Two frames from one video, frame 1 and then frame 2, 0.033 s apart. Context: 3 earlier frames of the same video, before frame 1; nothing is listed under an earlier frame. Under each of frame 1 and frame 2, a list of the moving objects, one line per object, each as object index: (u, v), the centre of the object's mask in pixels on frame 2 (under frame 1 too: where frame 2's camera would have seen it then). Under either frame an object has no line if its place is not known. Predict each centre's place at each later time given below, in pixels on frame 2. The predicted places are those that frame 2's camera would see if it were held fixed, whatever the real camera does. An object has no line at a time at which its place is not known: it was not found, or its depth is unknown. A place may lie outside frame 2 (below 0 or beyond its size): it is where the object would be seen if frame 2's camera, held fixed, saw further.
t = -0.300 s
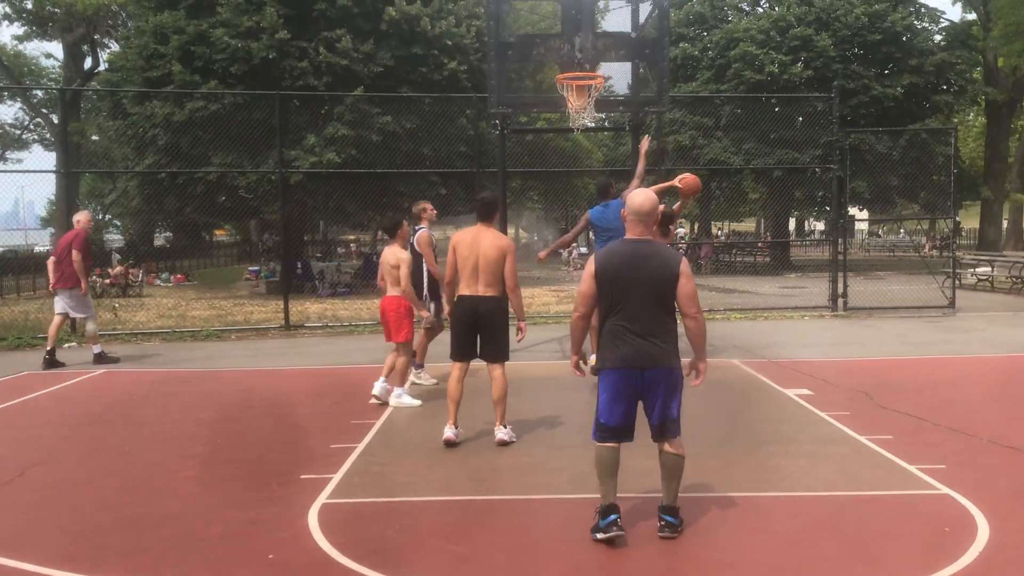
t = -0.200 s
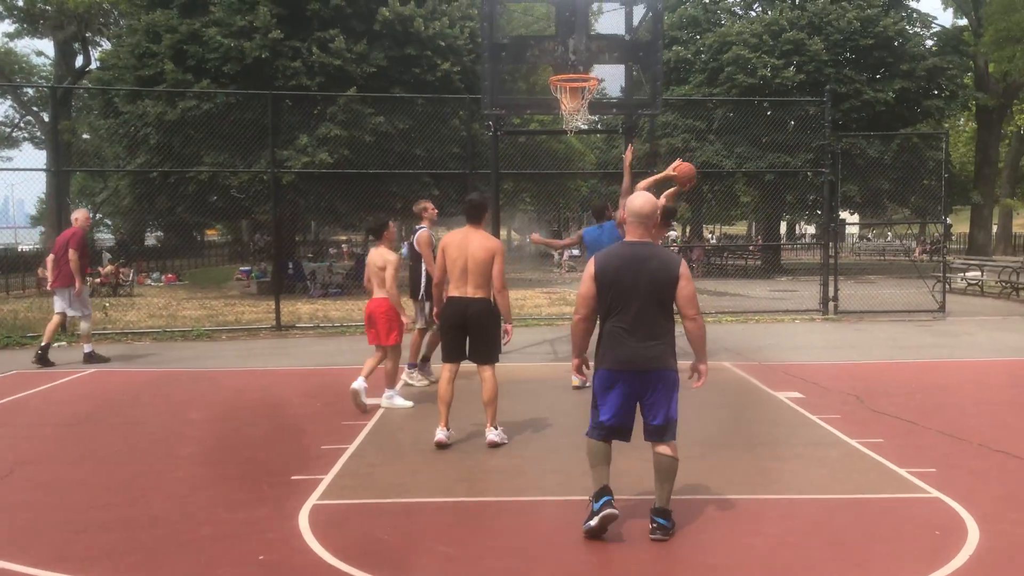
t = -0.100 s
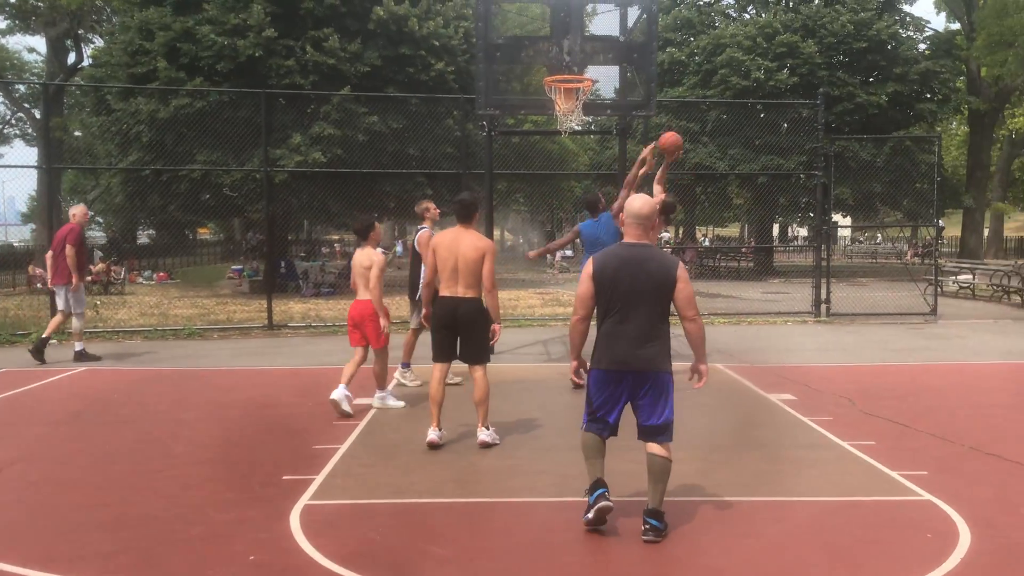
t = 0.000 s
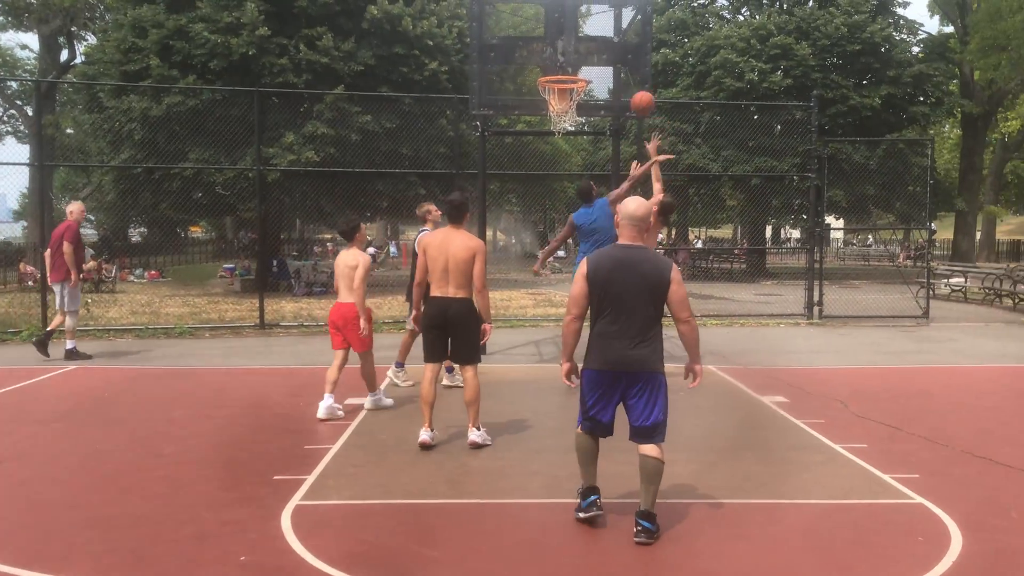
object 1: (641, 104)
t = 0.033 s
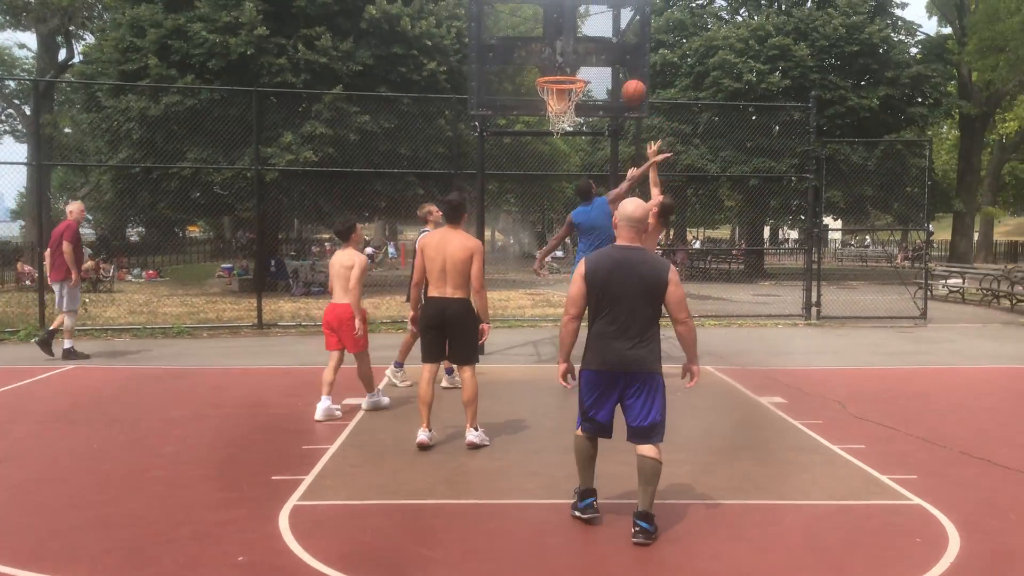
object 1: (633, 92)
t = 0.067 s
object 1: (625, 81)
